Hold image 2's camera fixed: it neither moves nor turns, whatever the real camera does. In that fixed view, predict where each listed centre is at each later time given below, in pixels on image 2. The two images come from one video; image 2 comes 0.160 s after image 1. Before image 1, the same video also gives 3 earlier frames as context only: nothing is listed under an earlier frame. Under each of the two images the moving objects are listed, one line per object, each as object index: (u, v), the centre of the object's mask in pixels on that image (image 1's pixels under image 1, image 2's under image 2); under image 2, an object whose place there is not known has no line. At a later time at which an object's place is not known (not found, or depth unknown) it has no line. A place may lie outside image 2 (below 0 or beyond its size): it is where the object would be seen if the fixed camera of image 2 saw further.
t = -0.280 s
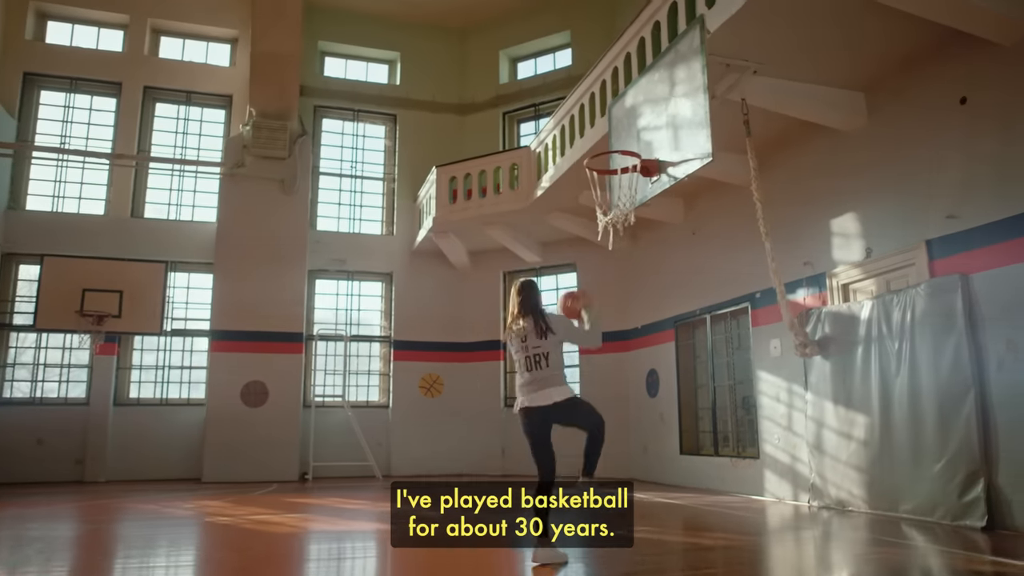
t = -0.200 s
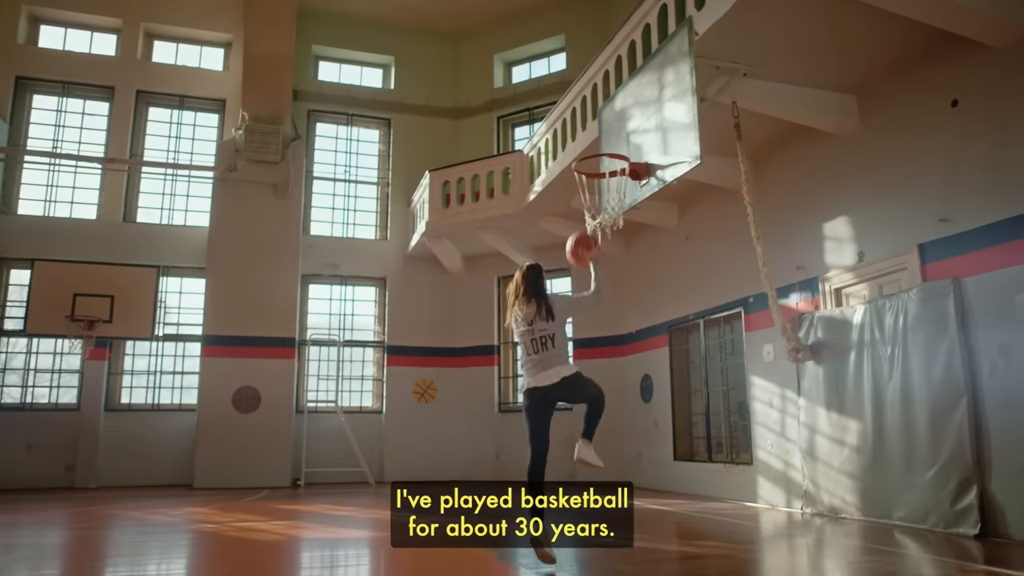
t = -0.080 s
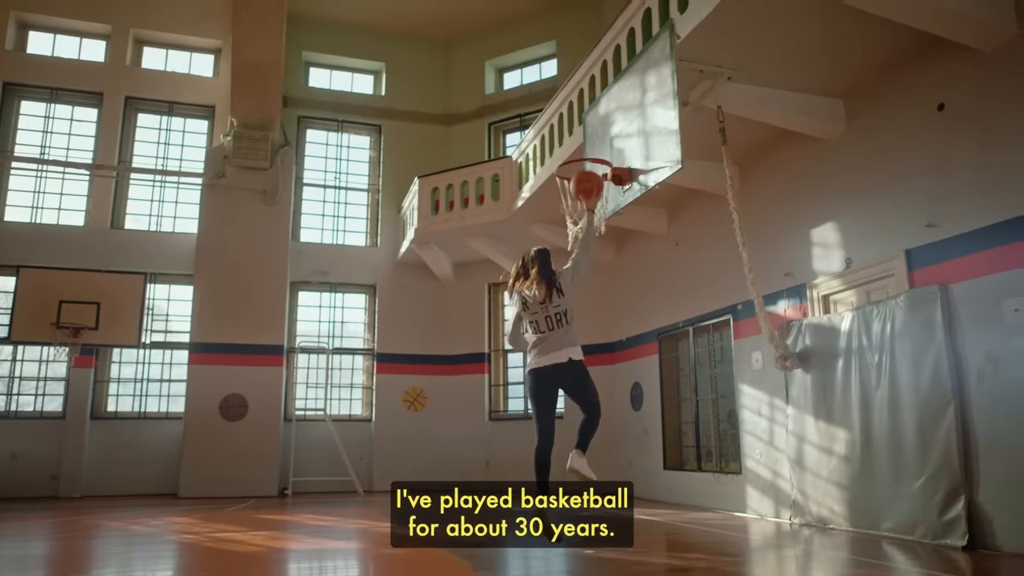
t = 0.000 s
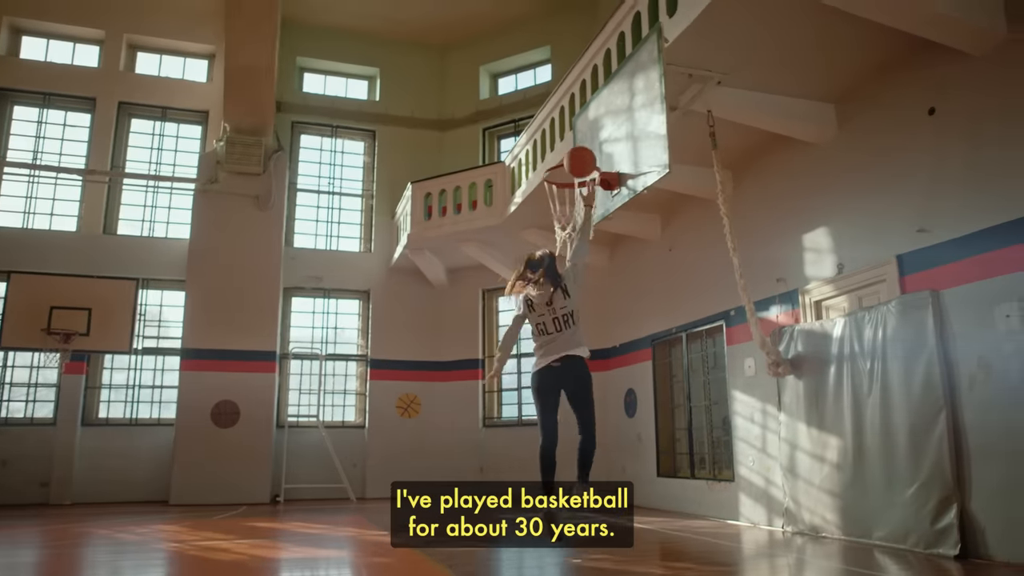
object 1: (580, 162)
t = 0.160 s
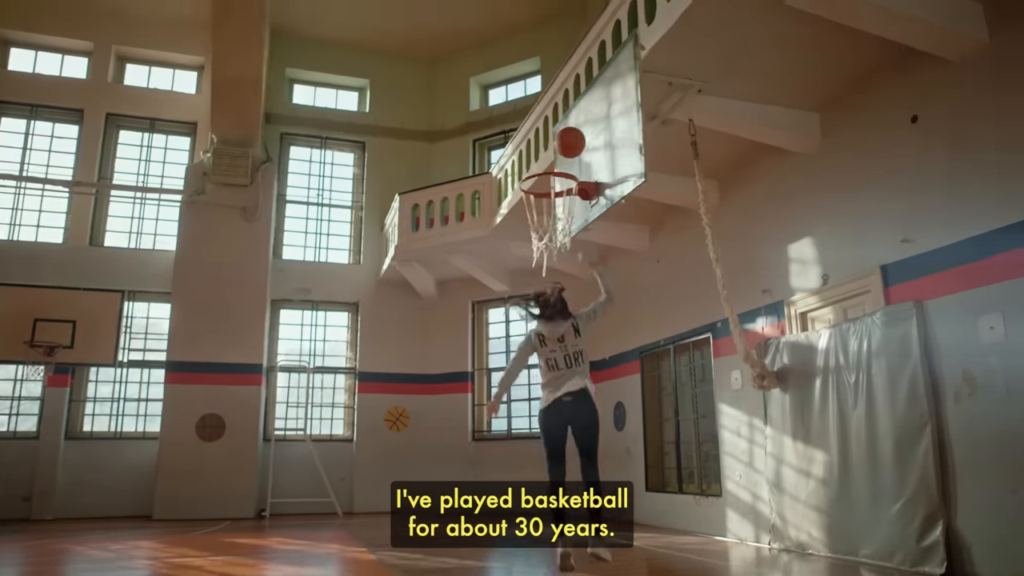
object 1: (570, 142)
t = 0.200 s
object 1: (574, 140)
